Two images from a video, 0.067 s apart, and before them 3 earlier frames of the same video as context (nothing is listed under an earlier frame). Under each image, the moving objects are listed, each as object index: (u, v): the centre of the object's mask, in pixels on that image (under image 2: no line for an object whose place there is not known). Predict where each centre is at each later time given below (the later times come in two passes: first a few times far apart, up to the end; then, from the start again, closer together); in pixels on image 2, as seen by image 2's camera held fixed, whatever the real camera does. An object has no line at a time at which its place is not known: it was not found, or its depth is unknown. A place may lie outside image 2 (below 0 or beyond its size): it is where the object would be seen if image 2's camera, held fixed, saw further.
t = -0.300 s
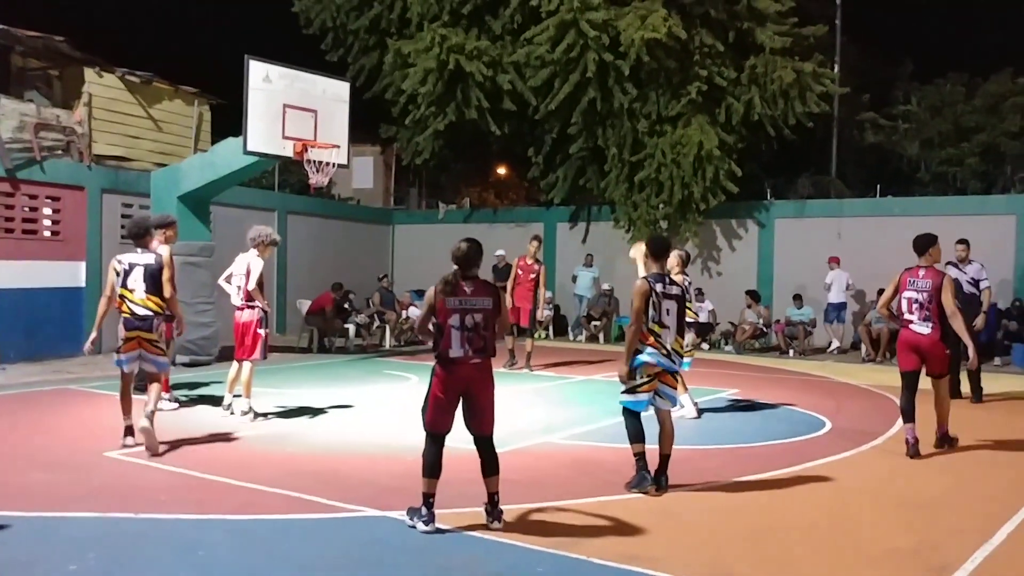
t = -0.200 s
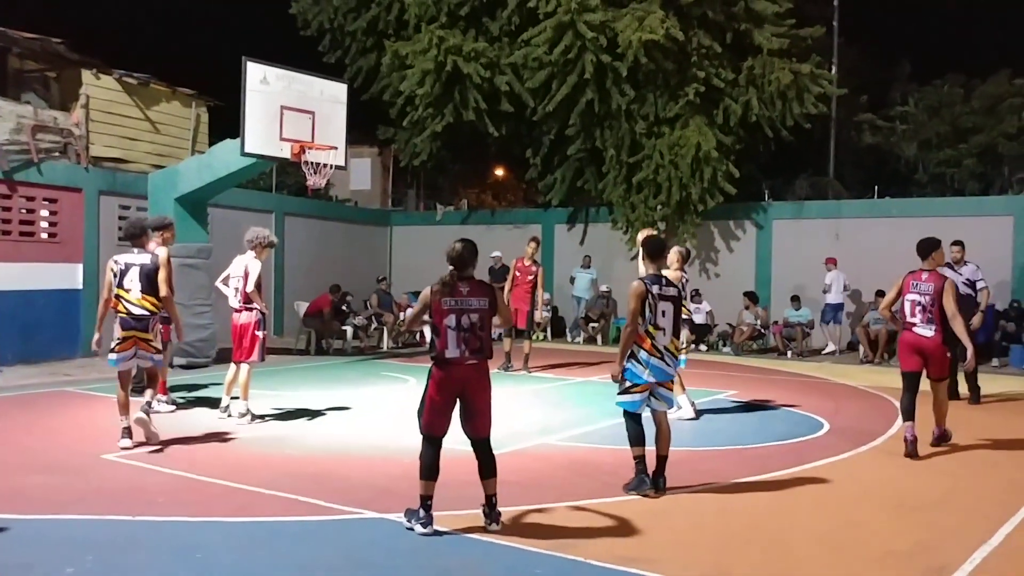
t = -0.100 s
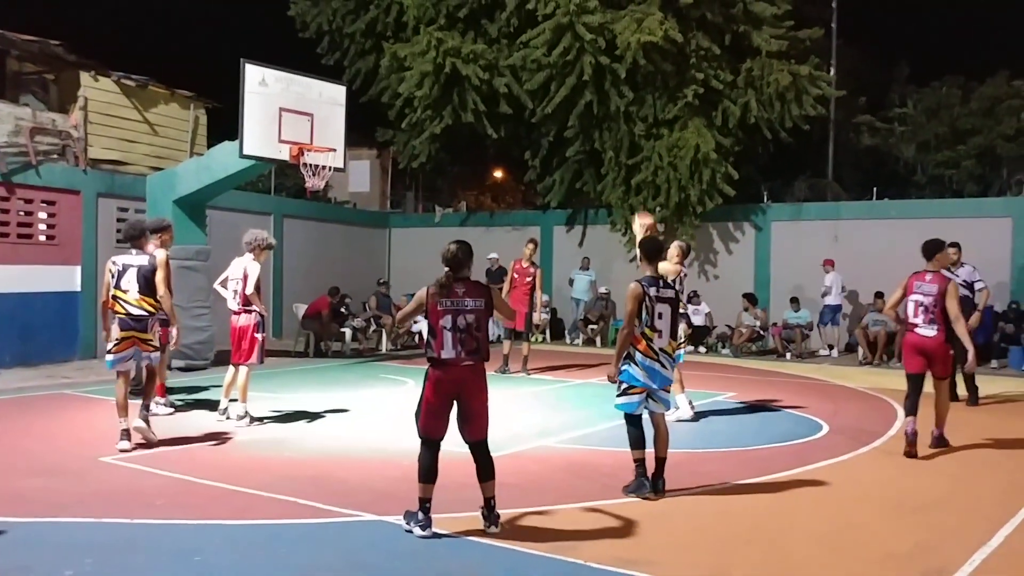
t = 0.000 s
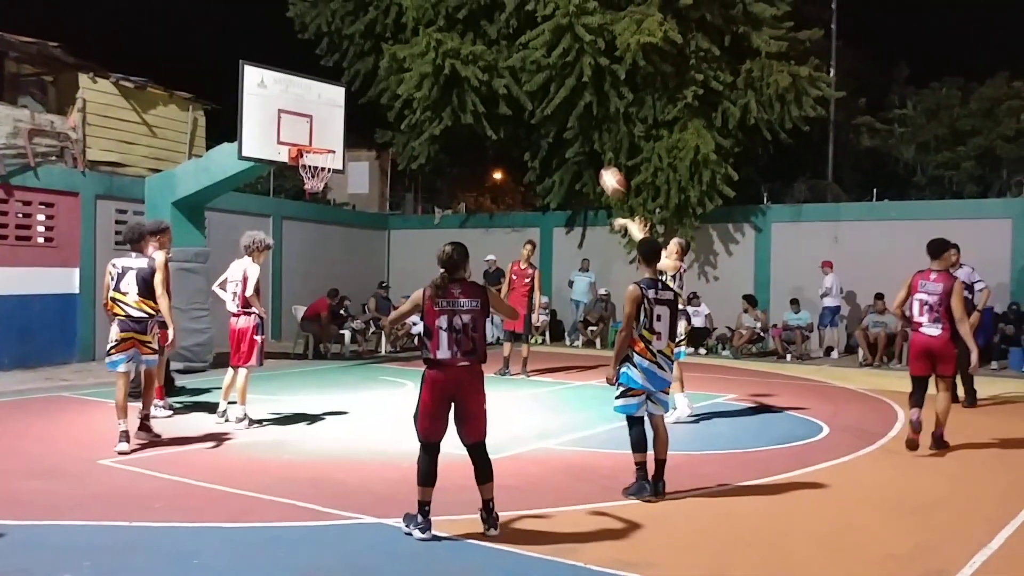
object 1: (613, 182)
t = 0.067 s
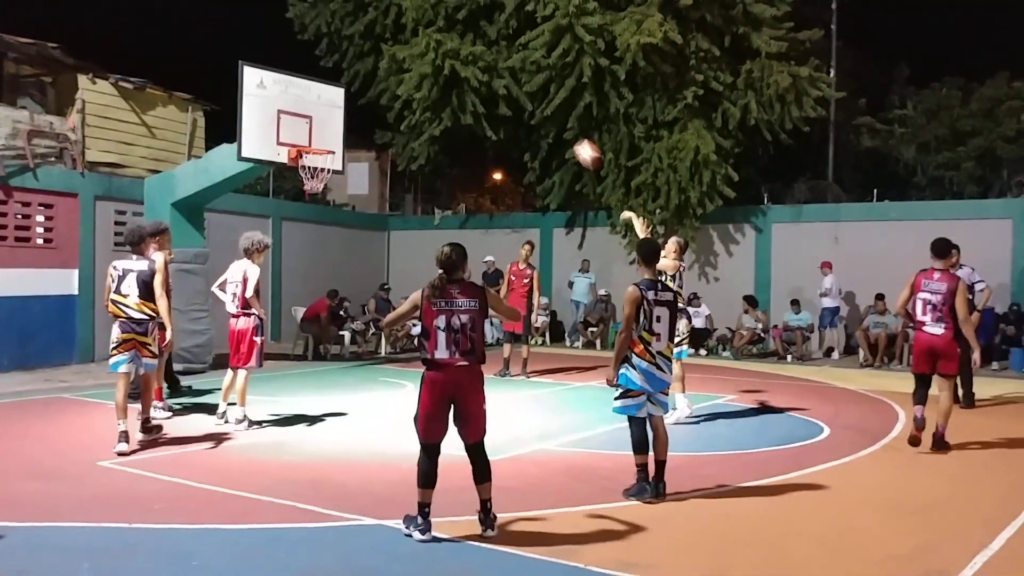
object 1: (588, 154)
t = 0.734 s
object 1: (368, 97)
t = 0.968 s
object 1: (312, 143)
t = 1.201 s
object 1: (286, 164)
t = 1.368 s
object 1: (263, 210)
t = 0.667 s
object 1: (387, 86)
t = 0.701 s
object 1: (378, 91)
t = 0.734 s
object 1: (368, 97)
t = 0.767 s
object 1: (358, 104)
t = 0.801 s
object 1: (350, 111)
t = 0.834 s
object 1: (340, 119)
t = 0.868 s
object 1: (329, 131)
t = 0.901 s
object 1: (321, 140)
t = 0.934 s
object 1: (316, 144)
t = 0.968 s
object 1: (312, 143)
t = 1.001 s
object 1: (309, 143)
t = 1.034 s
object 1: (305, 145)
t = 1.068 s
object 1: (300, 147)
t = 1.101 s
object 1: (296, 146)
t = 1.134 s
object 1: (293, 152)
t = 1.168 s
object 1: (290, 157)
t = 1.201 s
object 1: (286, 164)
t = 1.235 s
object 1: (281, 170)
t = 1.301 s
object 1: (273, 188)
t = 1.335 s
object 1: (268, 199)
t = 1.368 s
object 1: (263, 210)
